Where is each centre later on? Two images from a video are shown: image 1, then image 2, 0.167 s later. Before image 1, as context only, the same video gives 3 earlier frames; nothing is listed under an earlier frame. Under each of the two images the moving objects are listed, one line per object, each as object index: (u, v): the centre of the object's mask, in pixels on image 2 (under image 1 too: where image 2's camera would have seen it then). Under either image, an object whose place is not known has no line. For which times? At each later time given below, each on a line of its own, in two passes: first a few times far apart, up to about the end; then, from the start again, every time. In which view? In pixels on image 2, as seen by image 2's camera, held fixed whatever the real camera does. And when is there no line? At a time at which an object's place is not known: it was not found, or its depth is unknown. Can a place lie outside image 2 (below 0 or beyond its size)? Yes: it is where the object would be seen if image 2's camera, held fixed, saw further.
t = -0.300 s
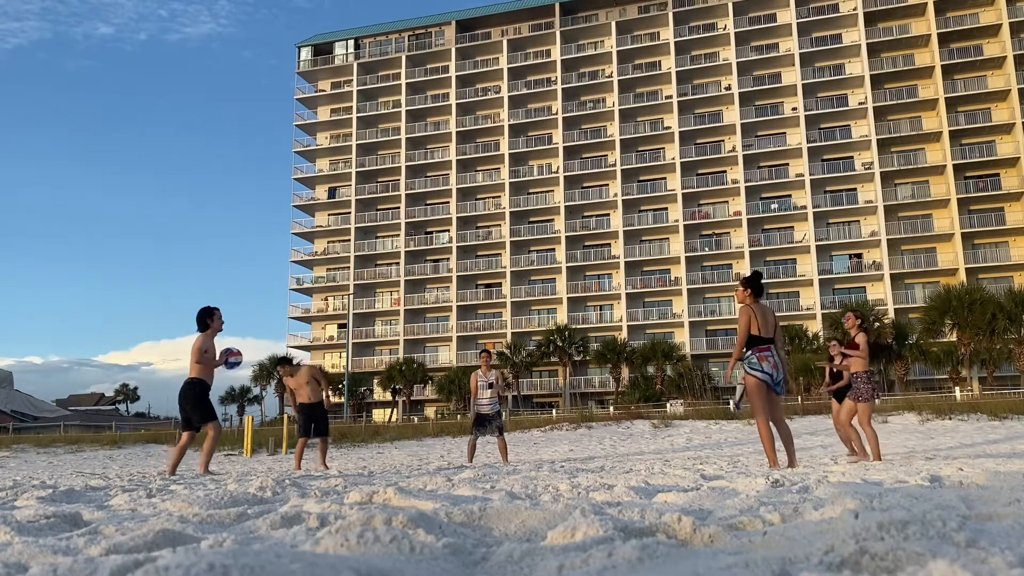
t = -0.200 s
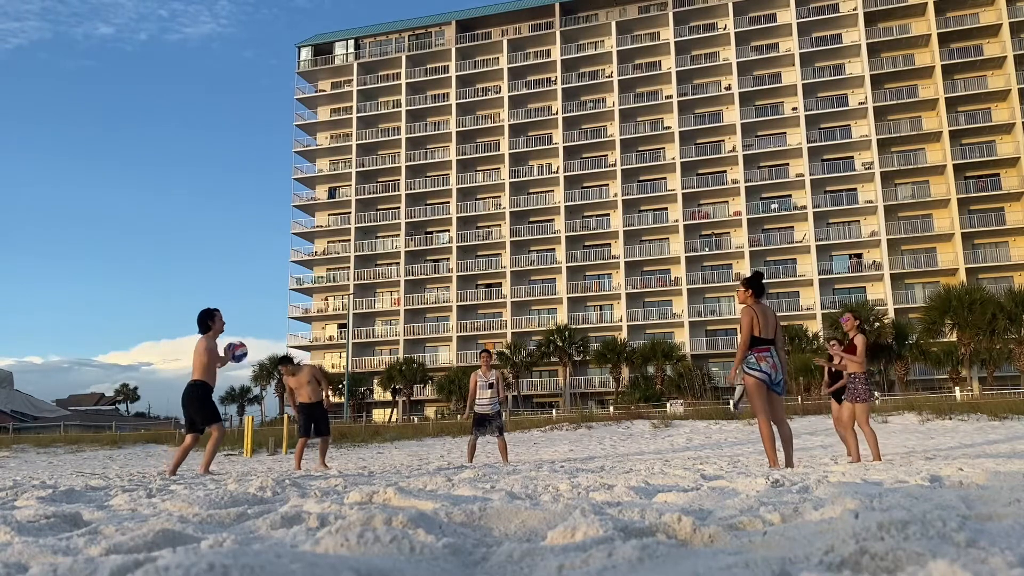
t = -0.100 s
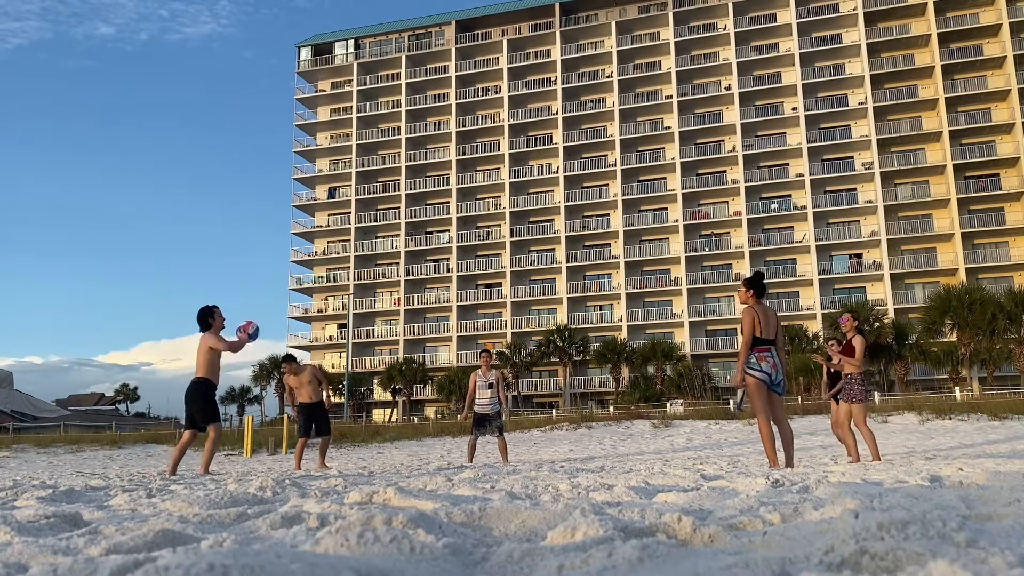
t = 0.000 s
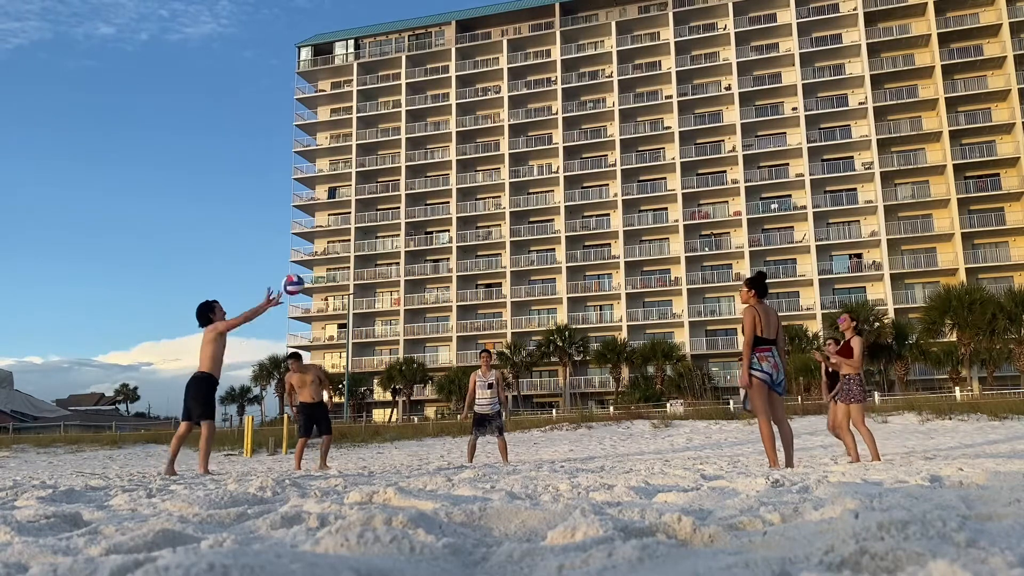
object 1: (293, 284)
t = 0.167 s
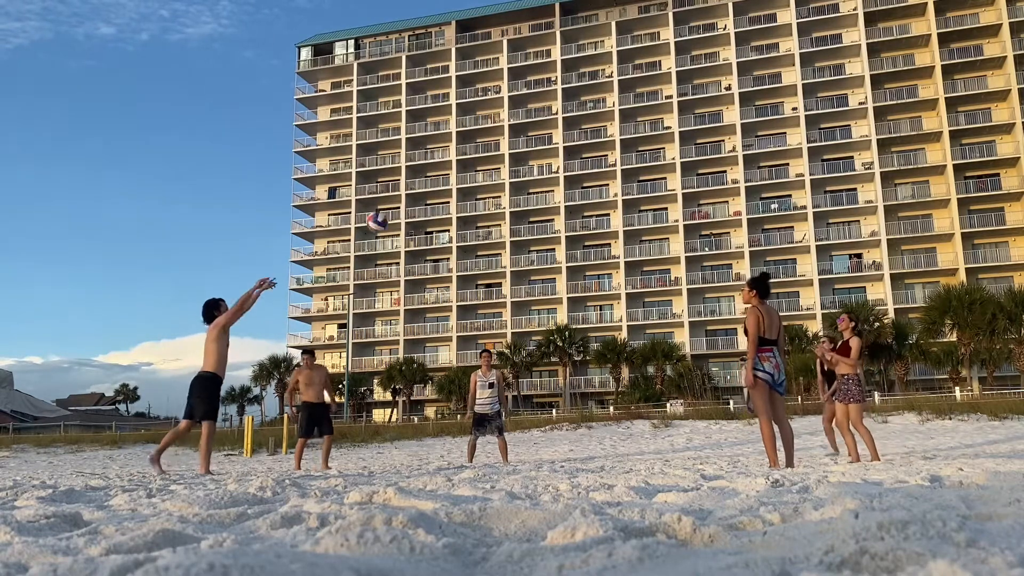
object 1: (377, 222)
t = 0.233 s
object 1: (407, 205)
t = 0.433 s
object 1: (495, 180)
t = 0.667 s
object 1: (589, 197)
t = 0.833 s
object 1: (656, 237)
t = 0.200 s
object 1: (393, 213)
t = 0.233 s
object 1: (407, 205)
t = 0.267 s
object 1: (423, 198)
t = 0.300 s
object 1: (437, 193)
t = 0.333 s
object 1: (452, 188)
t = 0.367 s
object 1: (468, 185)
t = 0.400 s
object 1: (481, 181)
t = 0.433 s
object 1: (495, 180)
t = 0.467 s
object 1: (509, 180)
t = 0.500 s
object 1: (522, 180)
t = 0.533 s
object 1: (536, 182)
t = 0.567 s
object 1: (550, 185)
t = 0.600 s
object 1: (563, 187)
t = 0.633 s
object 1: (576, 192)
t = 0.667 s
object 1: (589, 197)
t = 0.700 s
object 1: (604, 204)
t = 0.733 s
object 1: (617, 211)
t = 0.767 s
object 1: (630, 219)
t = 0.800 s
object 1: (642, 228)
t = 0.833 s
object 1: (656, 237)
